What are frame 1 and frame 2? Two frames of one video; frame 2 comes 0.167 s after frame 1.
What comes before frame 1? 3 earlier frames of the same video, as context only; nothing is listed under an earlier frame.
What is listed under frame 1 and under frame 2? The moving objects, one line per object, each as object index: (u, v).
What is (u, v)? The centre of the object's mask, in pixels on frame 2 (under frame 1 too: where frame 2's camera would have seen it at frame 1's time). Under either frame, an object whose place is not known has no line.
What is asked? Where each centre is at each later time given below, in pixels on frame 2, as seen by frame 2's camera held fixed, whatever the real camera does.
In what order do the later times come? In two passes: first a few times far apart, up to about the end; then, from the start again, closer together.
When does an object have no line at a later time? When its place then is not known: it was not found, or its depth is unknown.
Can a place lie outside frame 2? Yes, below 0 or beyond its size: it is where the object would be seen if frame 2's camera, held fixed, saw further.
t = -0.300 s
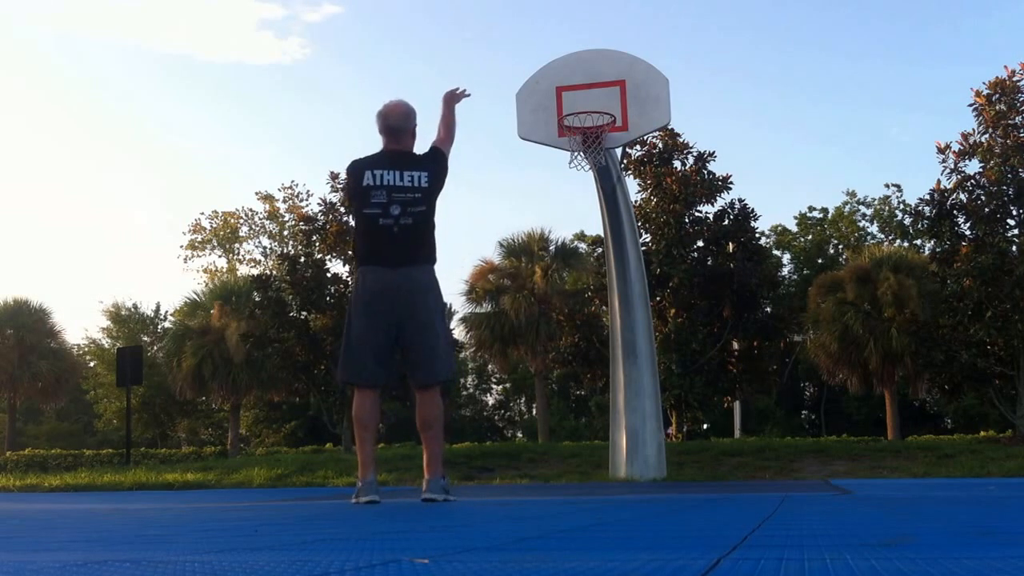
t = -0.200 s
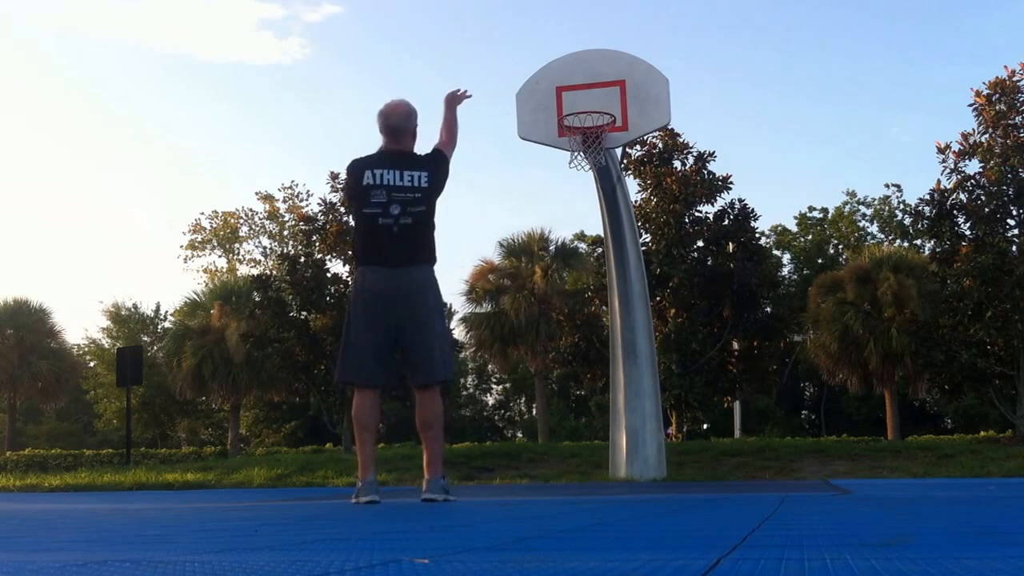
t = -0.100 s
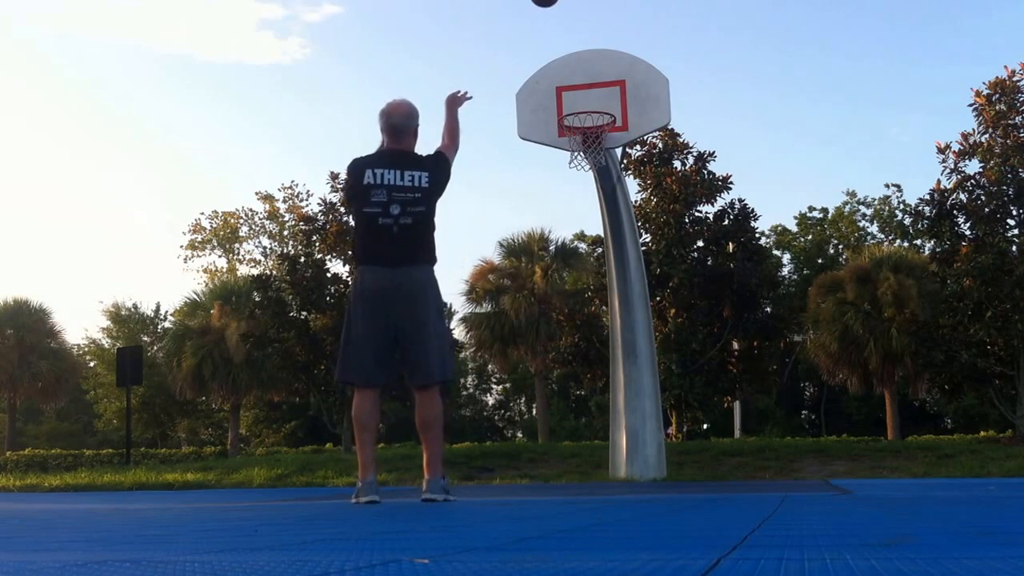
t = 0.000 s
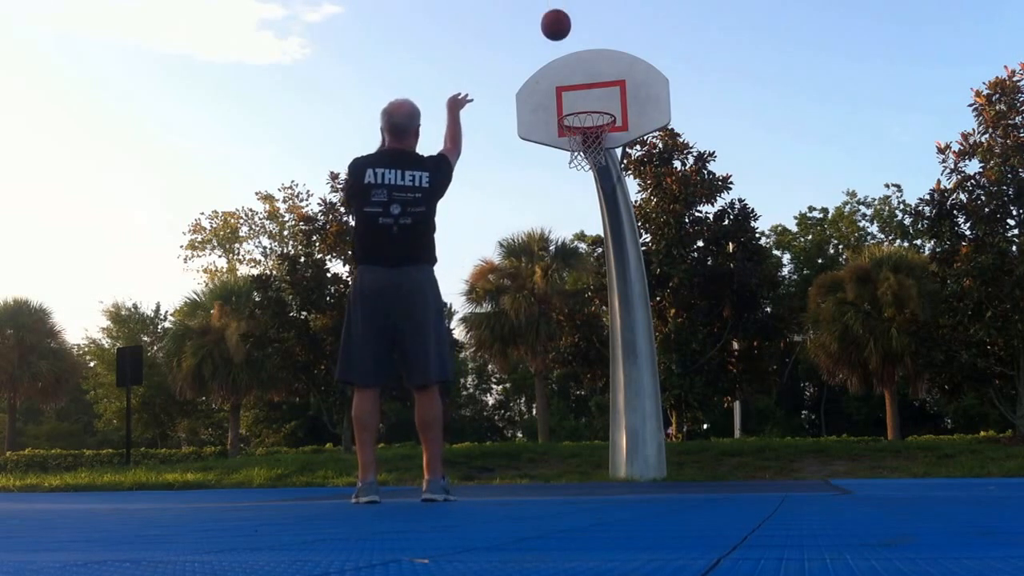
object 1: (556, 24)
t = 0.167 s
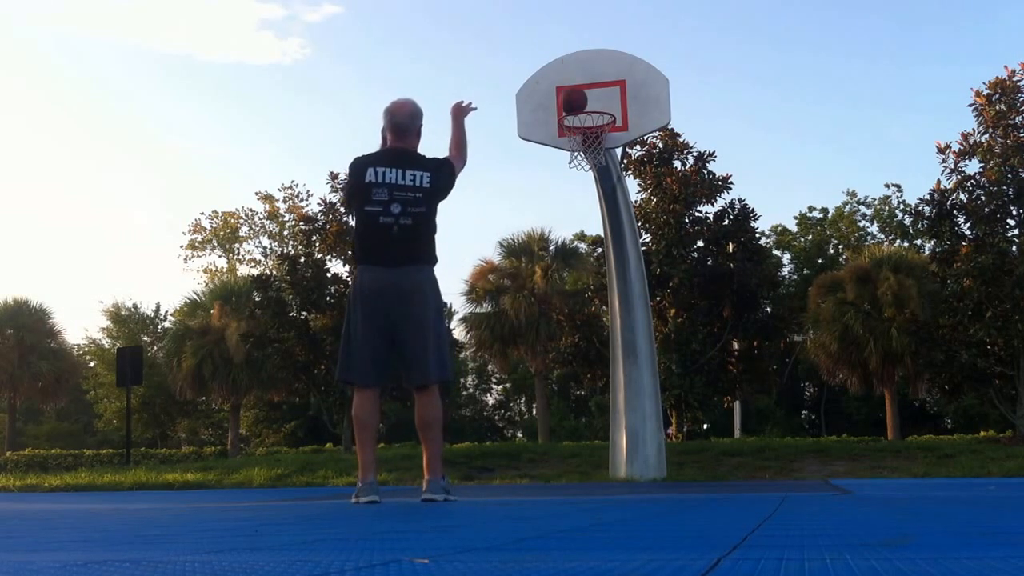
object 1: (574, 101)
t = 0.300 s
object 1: (593, 154)
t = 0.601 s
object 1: (664, 325)
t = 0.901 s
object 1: (716, 386)
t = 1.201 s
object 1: (745, 258)
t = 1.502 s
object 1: (781, 235)
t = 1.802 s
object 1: (828, 339)
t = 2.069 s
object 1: (872, 408)
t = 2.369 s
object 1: (909, 295)
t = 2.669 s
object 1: (965, 317)
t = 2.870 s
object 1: (1007, 430)
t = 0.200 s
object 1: (576, 117)
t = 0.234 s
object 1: (579, 133)
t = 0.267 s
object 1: (583, 145)
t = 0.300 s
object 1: (593, 154)
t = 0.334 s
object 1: (602, 173)
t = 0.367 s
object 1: (611, 186)
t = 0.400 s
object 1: (618, 203)
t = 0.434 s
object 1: (625, 219)
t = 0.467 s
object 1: (633, 238)
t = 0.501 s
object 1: (640, 257)
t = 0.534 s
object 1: (649, 279)
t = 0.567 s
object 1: (657, 302)
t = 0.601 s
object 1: (664, 325)
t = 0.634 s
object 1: (672, 350)
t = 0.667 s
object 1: (679, 379)
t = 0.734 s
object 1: (696, 442)
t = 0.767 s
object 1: (704, 474)
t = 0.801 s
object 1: (707, 451)
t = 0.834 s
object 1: (711, 428)
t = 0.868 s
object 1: (712, 406)
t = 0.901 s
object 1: (716, 386)
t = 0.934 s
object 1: (718, 367)
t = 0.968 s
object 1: (722, 349)
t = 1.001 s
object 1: (725, 333)
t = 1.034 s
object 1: (728, 319)
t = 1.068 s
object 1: (732, 304)
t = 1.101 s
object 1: (735, 291)
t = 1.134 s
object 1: (738, 279)
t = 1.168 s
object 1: (741, 267)
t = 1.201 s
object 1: (745, 258)
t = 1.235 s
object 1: (748, 250)
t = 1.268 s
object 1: (751, 244)
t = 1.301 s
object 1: (755, 238)
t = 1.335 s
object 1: (760, 234)
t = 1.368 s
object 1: (763, 231)
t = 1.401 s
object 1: (767, 230)
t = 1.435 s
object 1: (772, 230)
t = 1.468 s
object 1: (777, 231)
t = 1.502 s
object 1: (781, 235)
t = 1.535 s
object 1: (785, 239)
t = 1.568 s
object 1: (790, 245)
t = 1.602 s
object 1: (794, 252)
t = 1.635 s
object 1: (801, 262)
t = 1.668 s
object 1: (805, 273)
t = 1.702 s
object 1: (810, 287)
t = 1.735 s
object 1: (816, 301)
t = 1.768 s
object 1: (822, 320)
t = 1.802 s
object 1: (828, 339)
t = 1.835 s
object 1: (835, 361)
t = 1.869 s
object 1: (841, 382)
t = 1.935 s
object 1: (854, 438)
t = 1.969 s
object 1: (862, 469)
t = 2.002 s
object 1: (865, 451)
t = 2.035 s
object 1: (869, 428)
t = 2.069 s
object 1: (872, 408)
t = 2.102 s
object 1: (877, 389)
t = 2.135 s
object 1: (878, 373)
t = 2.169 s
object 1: (881, 356)
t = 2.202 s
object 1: (886, 341)
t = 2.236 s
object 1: (892, 331)
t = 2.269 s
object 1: (896, 318)
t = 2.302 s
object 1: (901, 309)
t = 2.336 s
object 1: (904, 302)
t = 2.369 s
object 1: (909, 295)
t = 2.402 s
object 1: (915, 289)
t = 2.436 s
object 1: (920, 286)
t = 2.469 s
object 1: (926, 285)
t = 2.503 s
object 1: (931, 286)
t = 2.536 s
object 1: (938, 288)
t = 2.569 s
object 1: (943, 291)
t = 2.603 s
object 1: (951, 298)
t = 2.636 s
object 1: (958, 307)
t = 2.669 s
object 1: (965, 317)
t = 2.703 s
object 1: (972, 330)
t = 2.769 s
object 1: (987, 359)
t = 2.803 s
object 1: (995, 383)
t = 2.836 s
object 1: (999, 401)
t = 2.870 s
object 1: (1007, 430)
